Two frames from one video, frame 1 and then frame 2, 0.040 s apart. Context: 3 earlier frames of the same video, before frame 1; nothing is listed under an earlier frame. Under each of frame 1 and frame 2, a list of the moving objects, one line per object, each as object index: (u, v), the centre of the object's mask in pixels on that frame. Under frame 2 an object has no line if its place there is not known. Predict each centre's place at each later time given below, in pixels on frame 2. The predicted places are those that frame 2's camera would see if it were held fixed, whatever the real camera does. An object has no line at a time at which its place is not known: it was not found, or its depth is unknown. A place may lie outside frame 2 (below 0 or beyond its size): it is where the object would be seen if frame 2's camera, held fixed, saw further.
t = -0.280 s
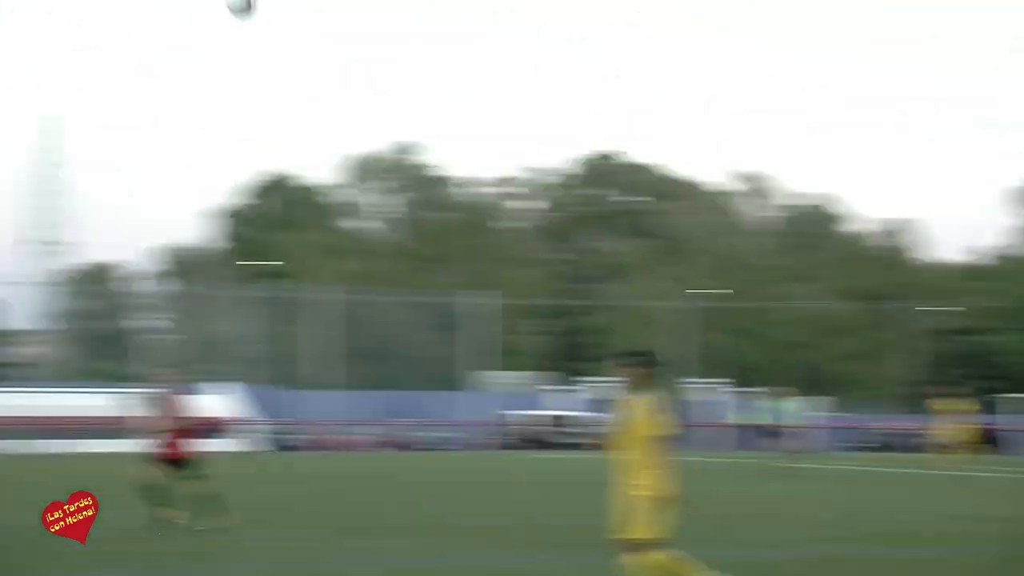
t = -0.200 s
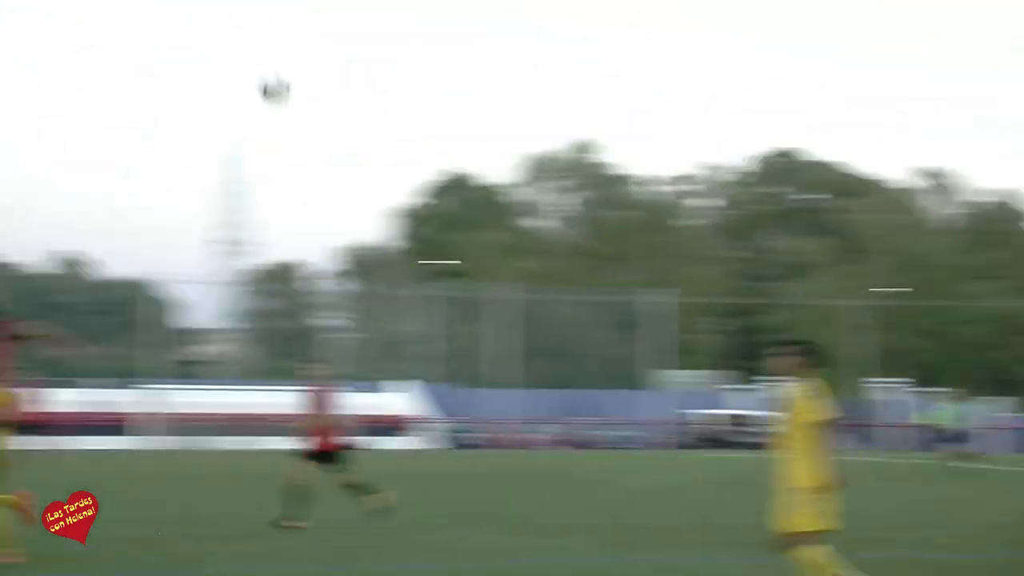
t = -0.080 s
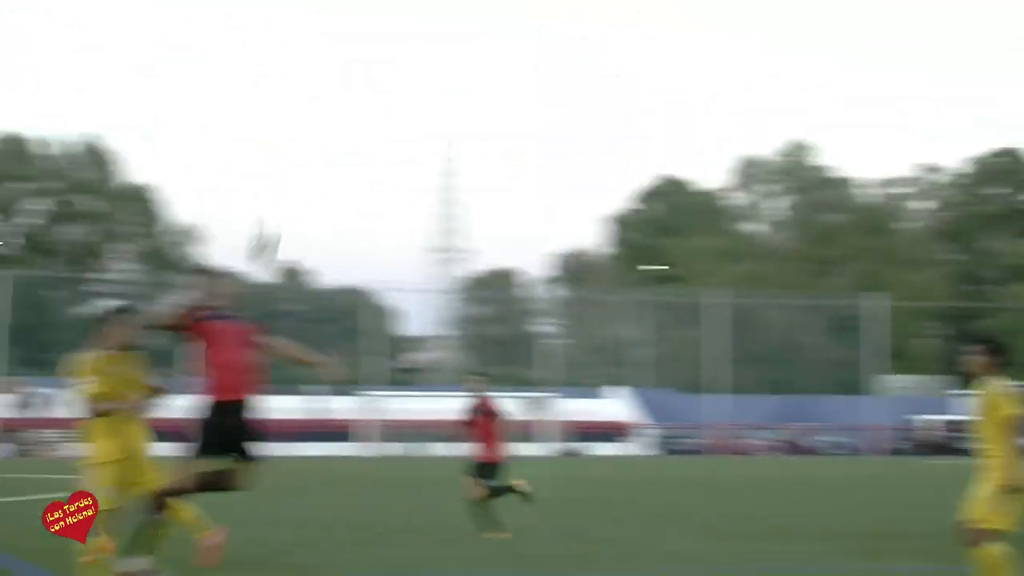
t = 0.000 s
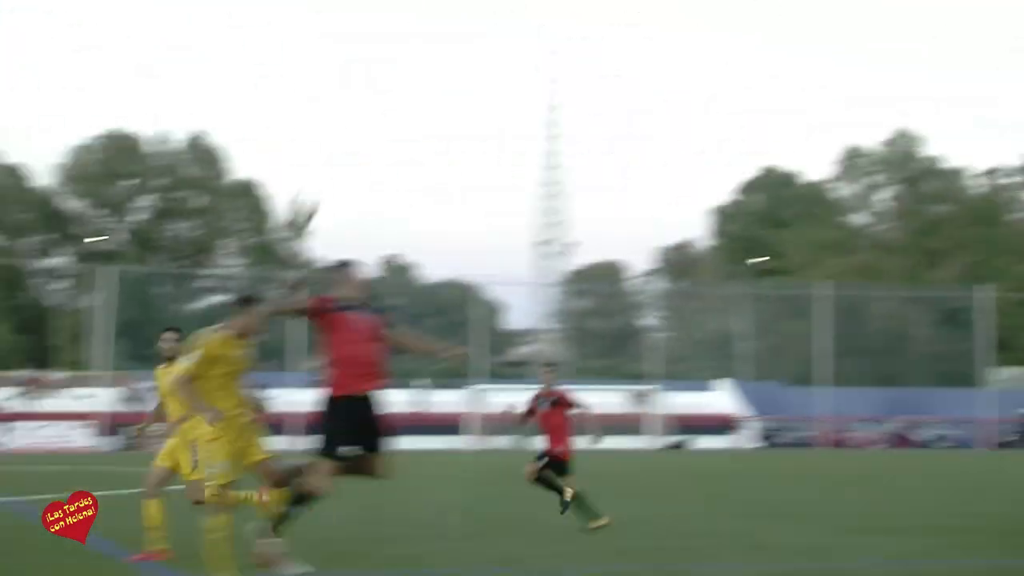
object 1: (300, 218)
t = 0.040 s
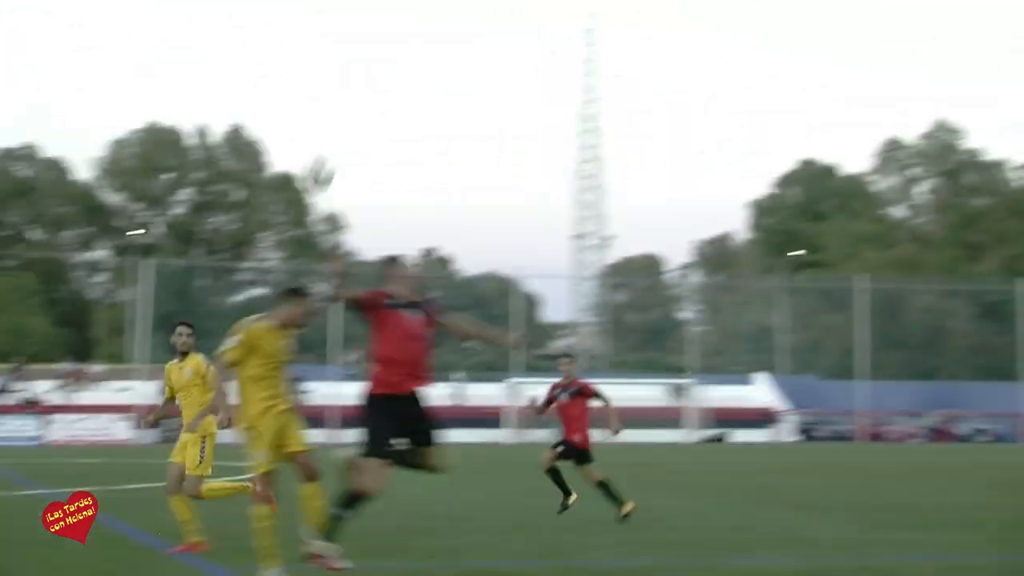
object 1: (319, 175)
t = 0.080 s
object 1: (299, 149)
